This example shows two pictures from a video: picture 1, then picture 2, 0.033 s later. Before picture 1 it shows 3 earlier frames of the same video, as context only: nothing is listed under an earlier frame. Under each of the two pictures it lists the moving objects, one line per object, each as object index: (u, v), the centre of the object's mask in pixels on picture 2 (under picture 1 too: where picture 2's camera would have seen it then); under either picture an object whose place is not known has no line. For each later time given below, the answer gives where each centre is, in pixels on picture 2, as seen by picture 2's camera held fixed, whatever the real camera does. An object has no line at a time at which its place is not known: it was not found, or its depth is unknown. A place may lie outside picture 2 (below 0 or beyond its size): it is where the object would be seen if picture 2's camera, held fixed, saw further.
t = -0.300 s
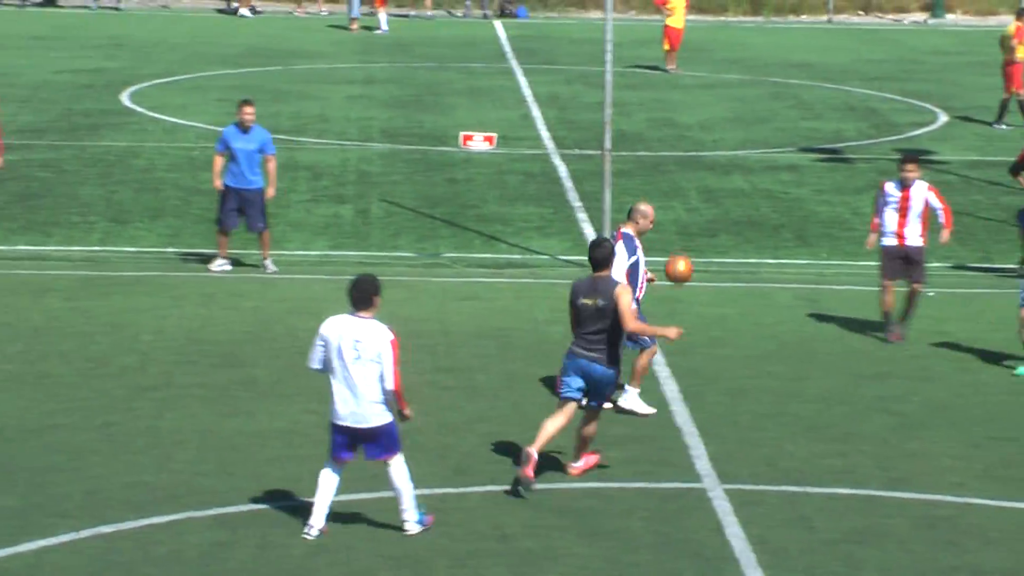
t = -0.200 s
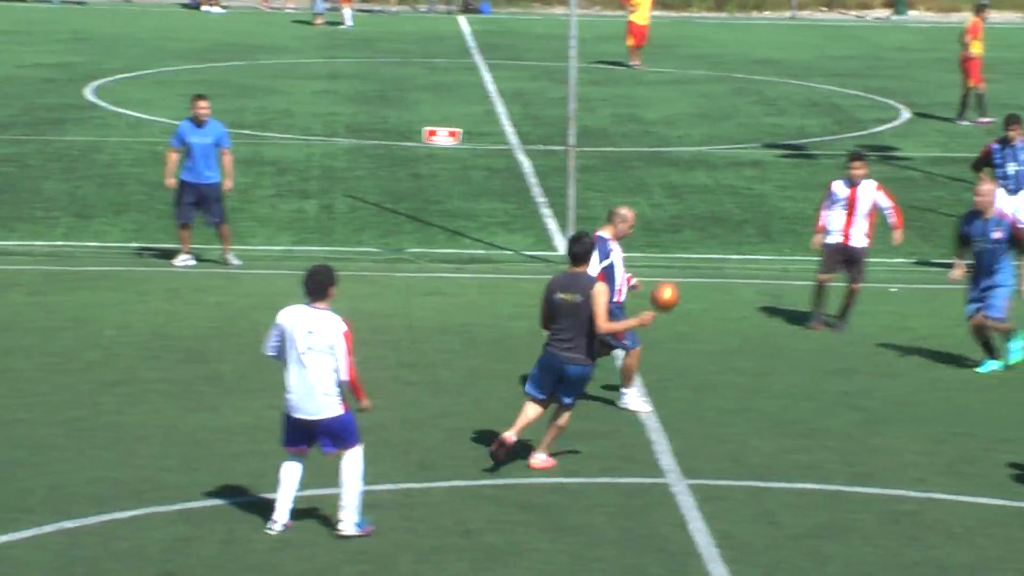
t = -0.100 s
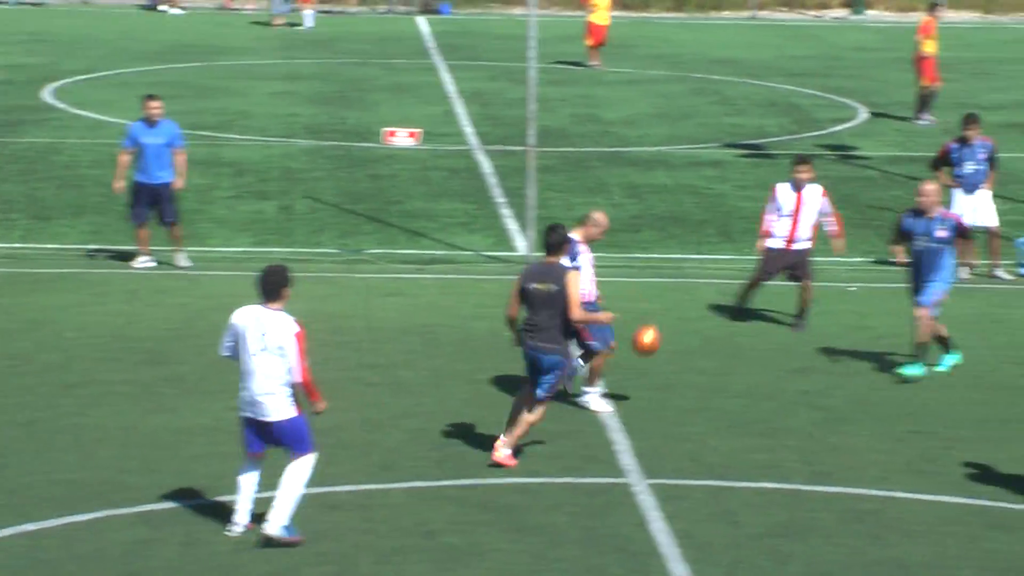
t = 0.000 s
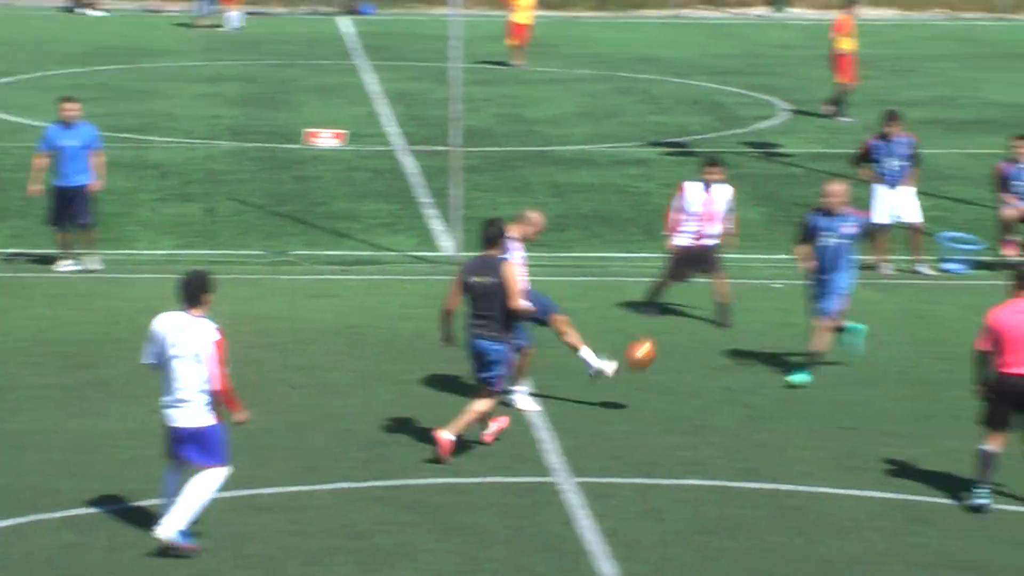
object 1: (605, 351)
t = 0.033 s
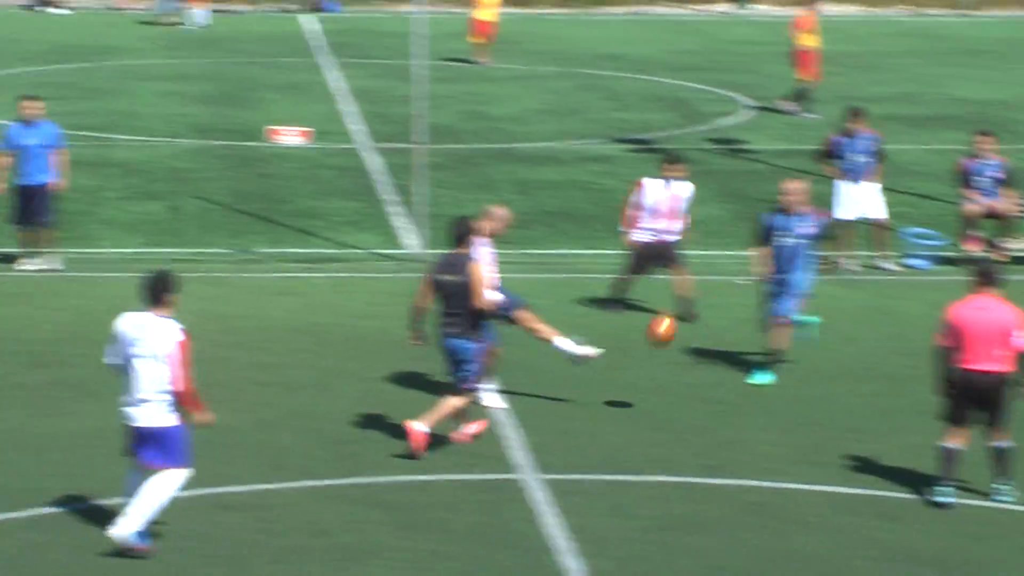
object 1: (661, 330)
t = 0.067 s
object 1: (719, 311)
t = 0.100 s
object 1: (778, 293)
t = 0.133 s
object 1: (839, 276)
